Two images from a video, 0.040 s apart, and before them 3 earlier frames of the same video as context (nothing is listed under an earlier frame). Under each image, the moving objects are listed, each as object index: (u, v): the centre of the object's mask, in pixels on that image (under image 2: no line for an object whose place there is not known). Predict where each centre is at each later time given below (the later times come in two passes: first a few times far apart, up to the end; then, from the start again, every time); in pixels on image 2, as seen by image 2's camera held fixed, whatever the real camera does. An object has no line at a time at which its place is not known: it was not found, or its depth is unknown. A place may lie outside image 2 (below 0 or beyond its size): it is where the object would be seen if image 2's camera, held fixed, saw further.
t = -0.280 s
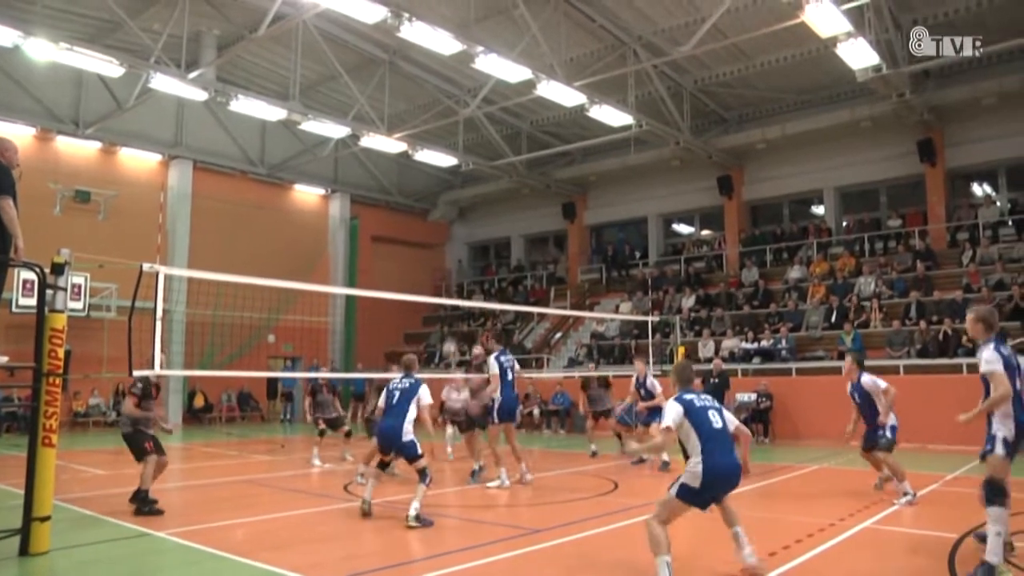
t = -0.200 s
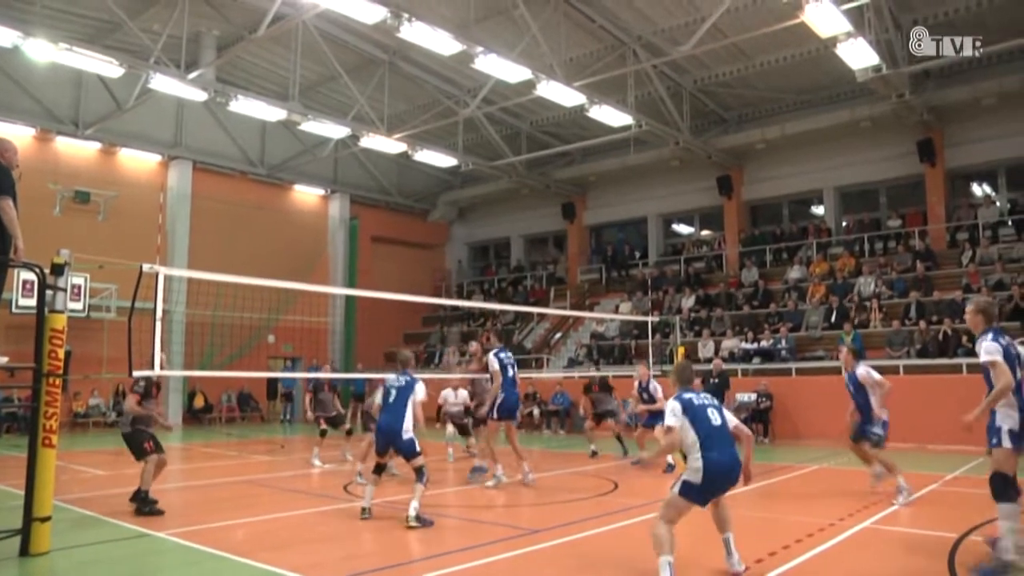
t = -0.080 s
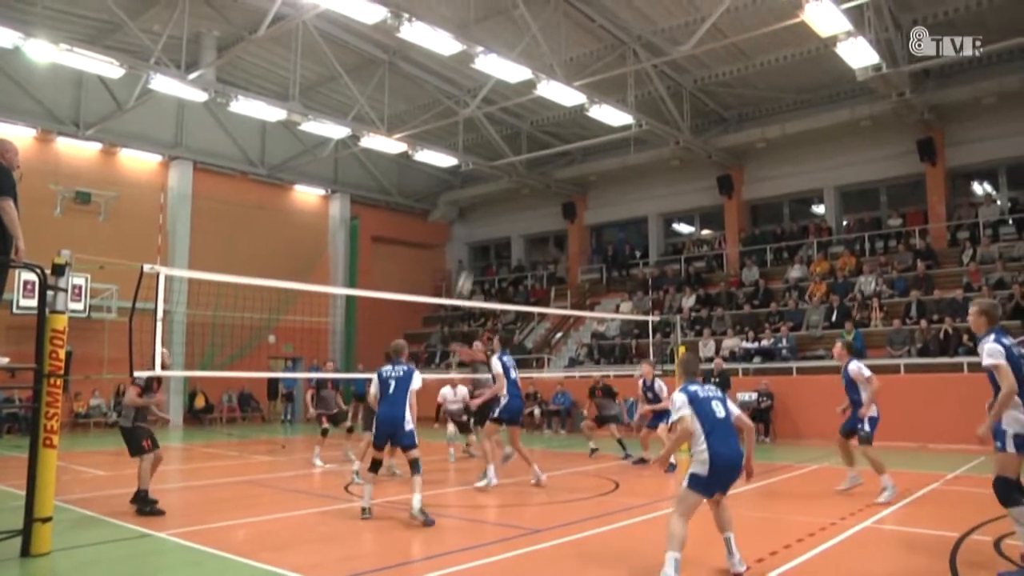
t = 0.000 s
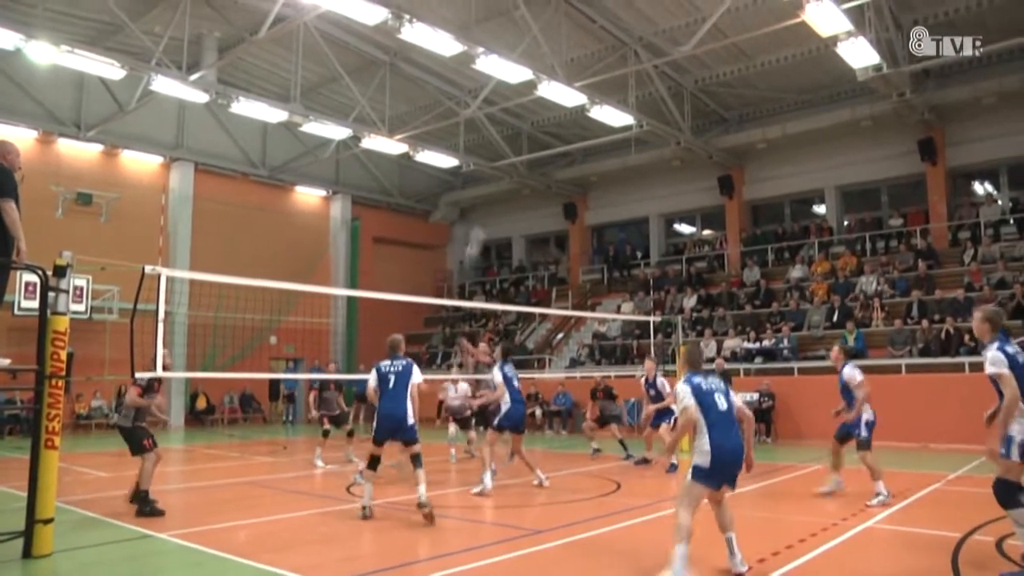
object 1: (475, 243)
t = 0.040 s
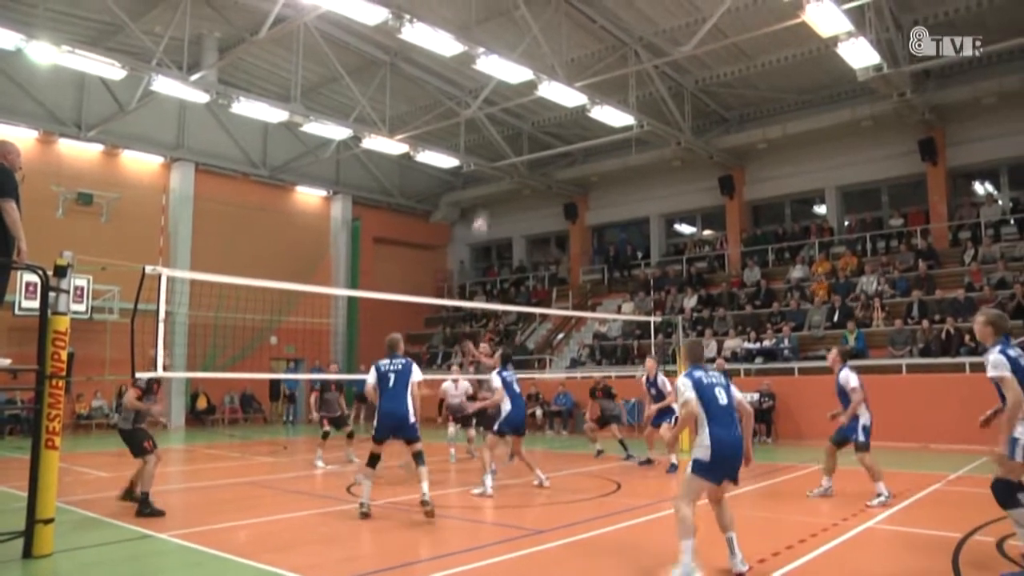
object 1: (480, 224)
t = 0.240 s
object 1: (502, 156)
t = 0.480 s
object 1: (527, 111)
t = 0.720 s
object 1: (551, 105)
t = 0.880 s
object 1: (573, 123)
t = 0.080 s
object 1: (484, 211)
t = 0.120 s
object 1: (488, 197)
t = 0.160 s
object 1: (491, 187)
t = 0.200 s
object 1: (496, 172)
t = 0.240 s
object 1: (502, 156)
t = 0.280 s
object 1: (505, 147)
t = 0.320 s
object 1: (510, 139)
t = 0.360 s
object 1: (513, 132)
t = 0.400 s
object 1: (518, 124)
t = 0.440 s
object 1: (523, 115)
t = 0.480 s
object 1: (527, 111)
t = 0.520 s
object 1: (531, 108)
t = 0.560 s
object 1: (535, 103)
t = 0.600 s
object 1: (539, 103)
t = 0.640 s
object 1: (544, 103)
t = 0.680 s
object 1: (548, 103)
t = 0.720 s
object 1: (551, 105)
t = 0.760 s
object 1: (554, 107)
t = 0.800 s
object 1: (562, 112)
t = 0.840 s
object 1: (568, 117)
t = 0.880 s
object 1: (573, 123)
